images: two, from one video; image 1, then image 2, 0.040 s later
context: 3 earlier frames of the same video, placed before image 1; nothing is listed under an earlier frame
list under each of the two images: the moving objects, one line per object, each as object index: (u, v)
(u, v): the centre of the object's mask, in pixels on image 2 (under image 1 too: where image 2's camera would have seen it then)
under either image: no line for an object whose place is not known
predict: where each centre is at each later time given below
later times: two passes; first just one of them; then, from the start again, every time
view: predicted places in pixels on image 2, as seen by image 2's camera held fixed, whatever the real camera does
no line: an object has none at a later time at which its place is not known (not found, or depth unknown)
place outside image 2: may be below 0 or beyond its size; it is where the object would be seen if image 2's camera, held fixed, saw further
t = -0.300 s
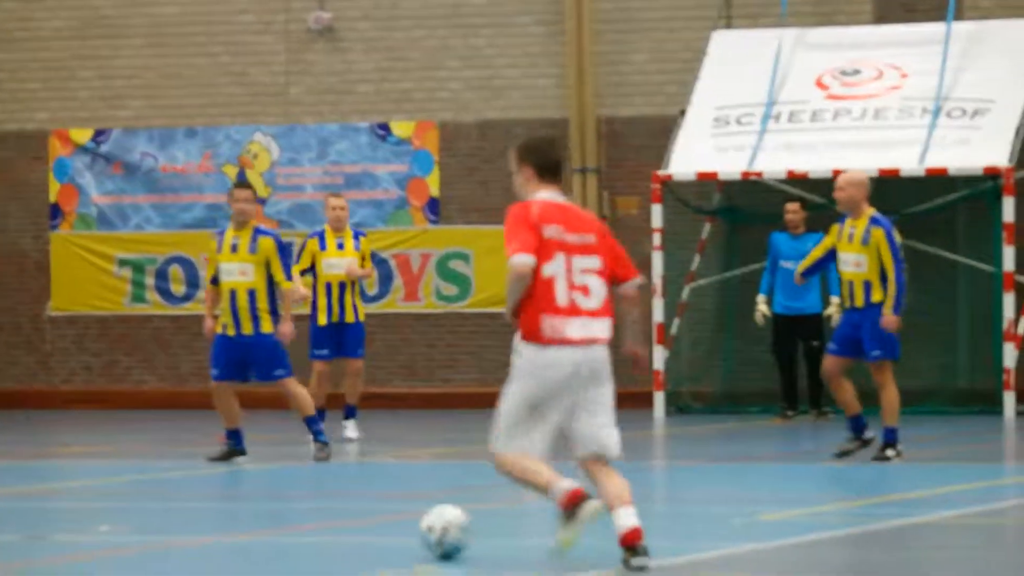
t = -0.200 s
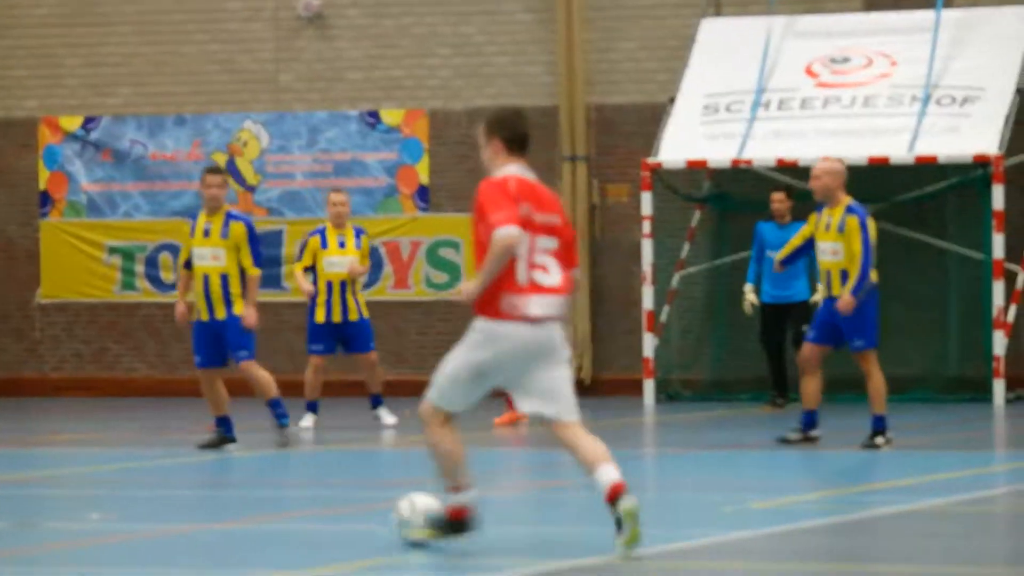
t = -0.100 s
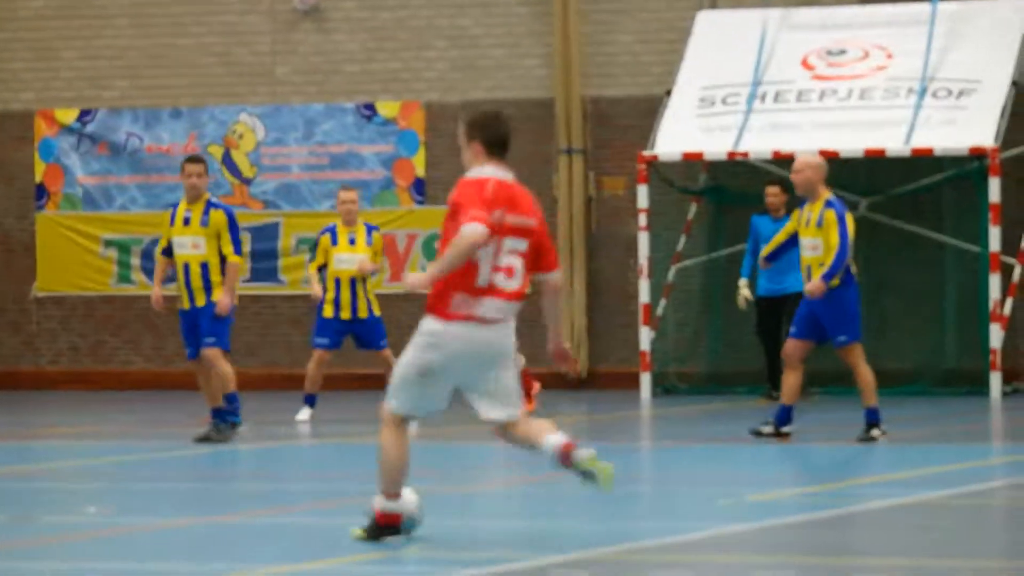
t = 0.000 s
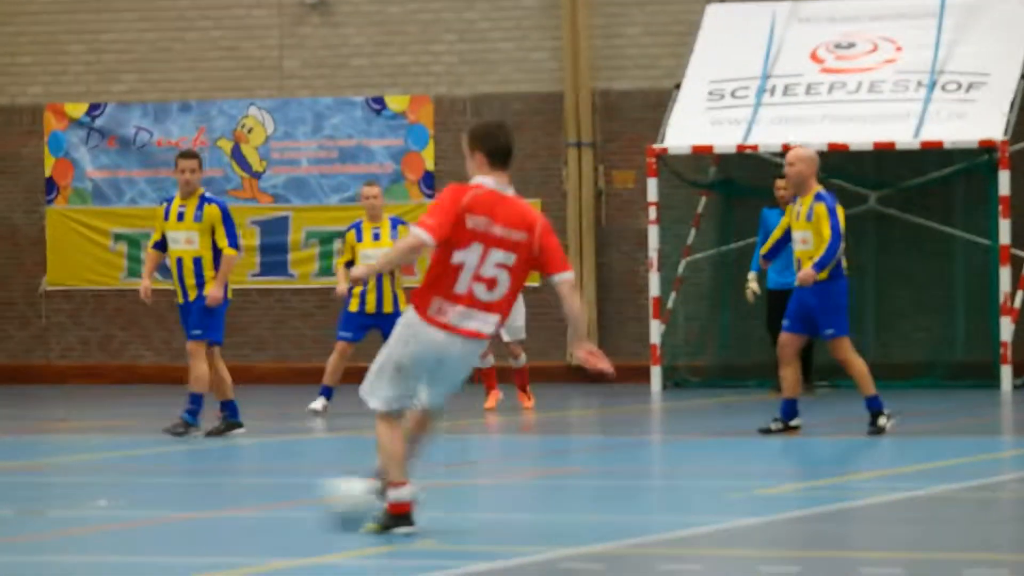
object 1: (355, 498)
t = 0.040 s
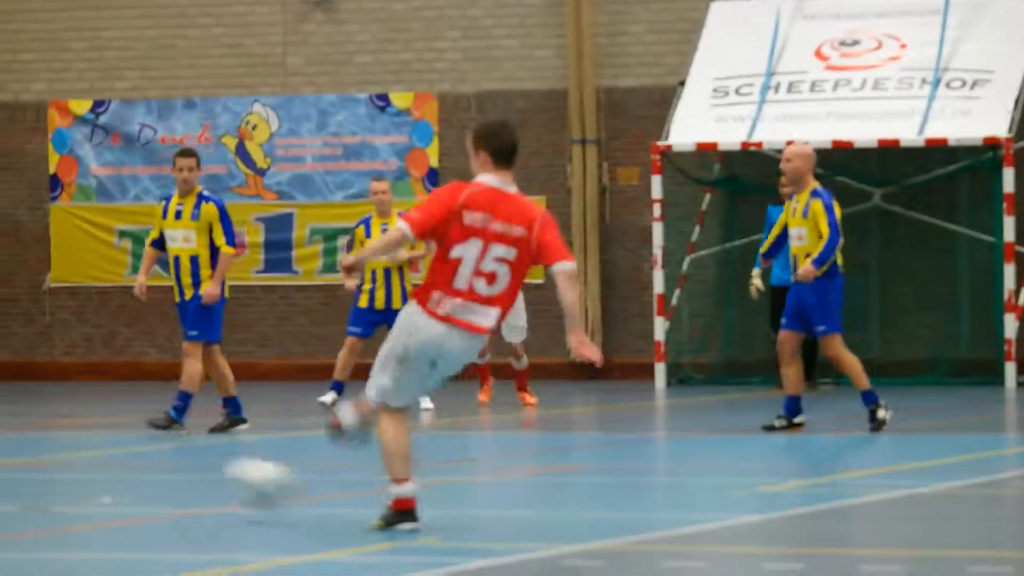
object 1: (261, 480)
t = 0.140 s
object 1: (27, 467)
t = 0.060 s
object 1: (210, 476)
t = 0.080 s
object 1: (165, 469)
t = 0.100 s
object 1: (115, 469)
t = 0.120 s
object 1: (72, 466)
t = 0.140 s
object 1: (27, 467)
